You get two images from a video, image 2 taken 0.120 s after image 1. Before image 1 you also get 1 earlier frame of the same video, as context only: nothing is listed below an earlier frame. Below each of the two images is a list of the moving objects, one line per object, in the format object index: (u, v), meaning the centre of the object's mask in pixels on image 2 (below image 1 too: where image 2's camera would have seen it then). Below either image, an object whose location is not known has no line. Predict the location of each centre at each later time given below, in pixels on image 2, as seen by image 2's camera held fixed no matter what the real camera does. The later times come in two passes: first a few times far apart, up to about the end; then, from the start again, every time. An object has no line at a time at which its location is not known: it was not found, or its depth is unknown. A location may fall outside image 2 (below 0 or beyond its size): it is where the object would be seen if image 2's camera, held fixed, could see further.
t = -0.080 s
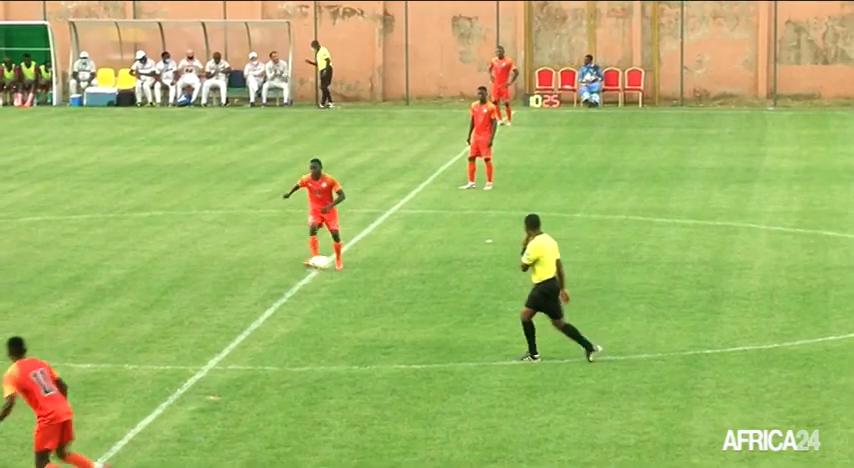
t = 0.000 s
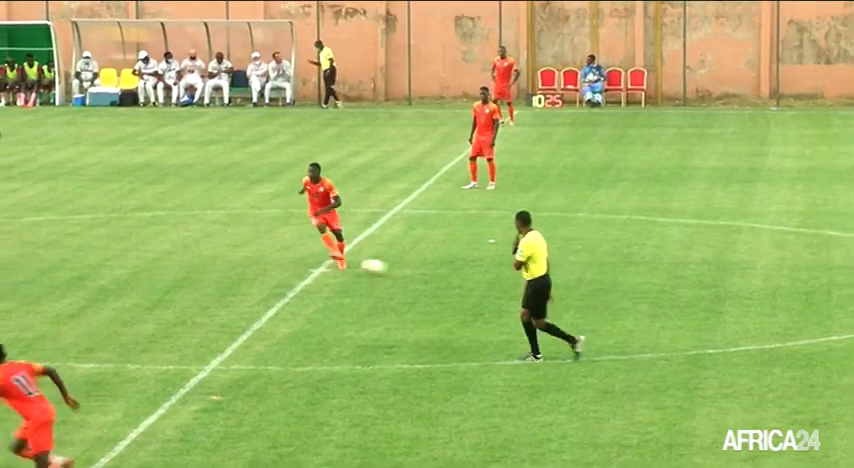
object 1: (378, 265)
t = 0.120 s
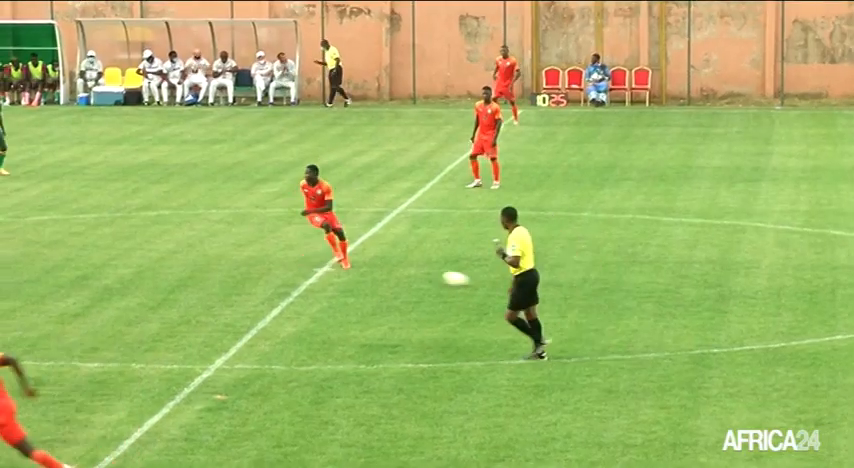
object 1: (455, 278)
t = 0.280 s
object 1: (549, 288)
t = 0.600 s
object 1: (716, 311)
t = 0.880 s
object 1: (842, 328)
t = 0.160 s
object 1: (479, 281)
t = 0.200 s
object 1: (498, 283)
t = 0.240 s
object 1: (530, 285)
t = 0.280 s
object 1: (549, 288)
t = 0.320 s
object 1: (572, 293)
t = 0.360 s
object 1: (594, 295)
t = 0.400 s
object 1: (615, 298)
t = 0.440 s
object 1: (635, 301)
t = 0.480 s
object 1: (657, 304)
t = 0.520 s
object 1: (678, 306)
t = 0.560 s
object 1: (697, 309)
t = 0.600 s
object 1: (716, 311)
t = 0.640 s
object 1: (736, 314)
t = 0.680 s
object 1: (754, 317)
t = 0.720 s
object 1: (772, 318)
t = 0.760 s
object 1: (790, 319)
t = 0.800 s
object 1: (807, 323)
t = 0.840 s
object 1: (825, 326)
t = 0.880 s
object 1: (842, 328)
